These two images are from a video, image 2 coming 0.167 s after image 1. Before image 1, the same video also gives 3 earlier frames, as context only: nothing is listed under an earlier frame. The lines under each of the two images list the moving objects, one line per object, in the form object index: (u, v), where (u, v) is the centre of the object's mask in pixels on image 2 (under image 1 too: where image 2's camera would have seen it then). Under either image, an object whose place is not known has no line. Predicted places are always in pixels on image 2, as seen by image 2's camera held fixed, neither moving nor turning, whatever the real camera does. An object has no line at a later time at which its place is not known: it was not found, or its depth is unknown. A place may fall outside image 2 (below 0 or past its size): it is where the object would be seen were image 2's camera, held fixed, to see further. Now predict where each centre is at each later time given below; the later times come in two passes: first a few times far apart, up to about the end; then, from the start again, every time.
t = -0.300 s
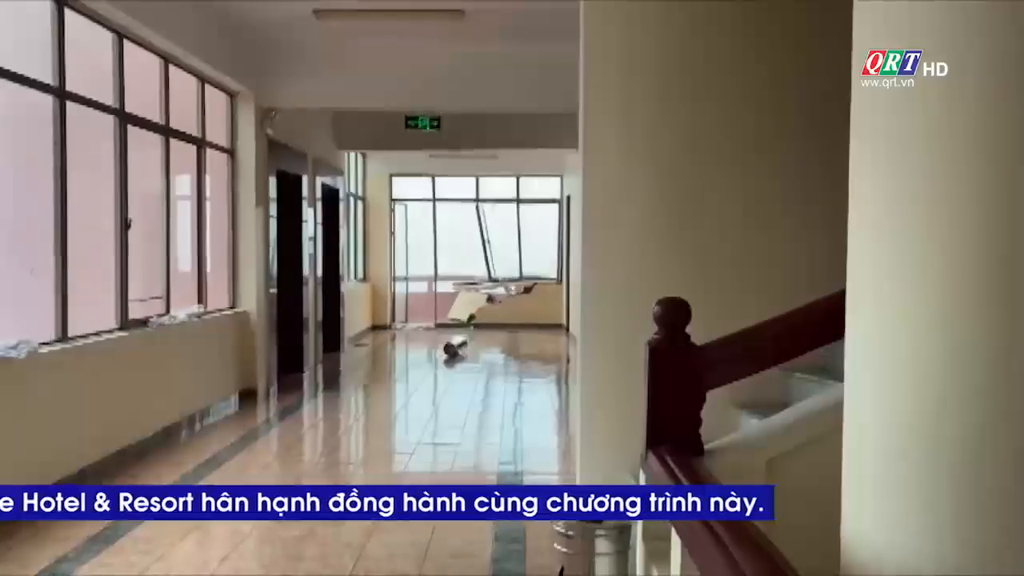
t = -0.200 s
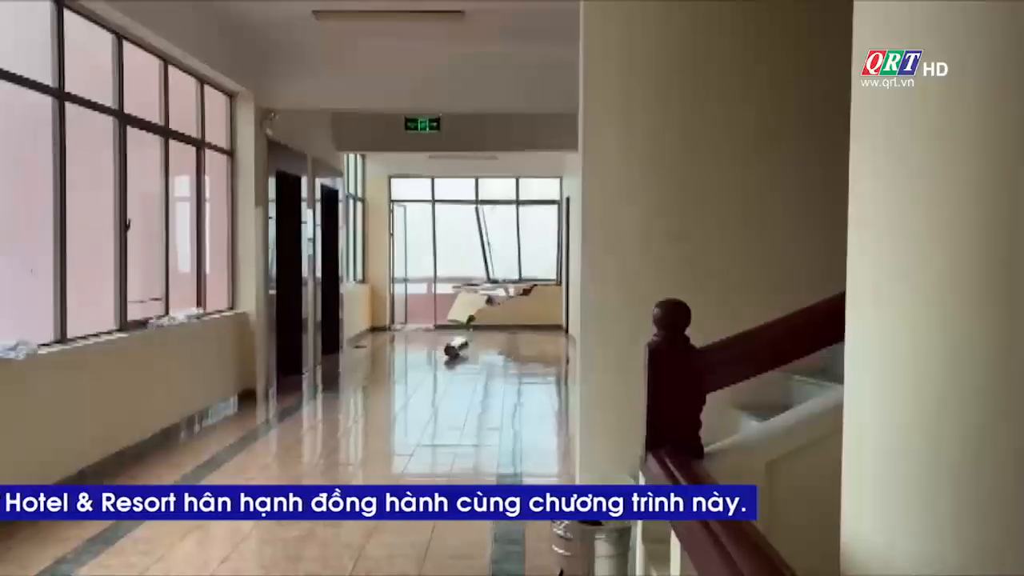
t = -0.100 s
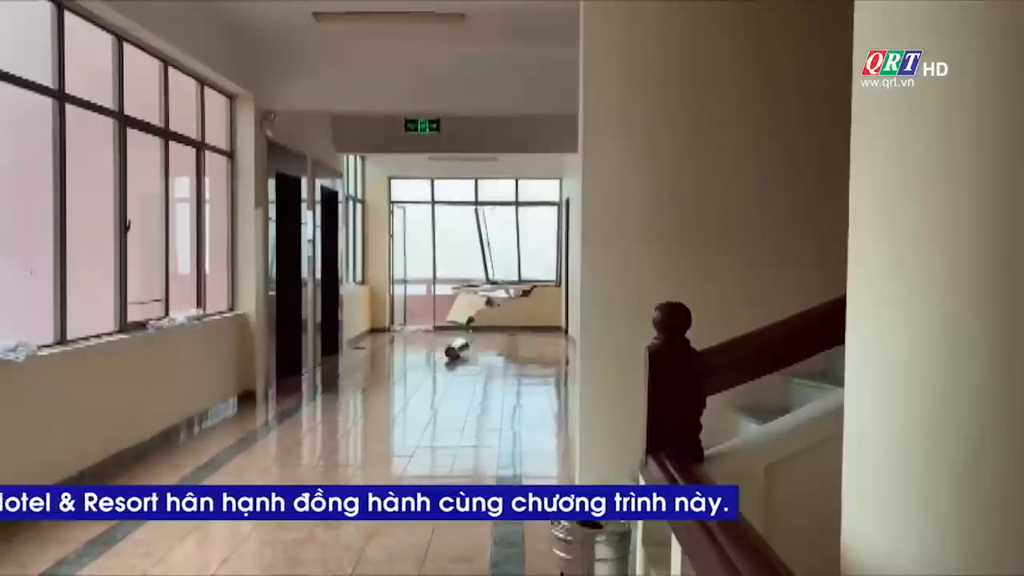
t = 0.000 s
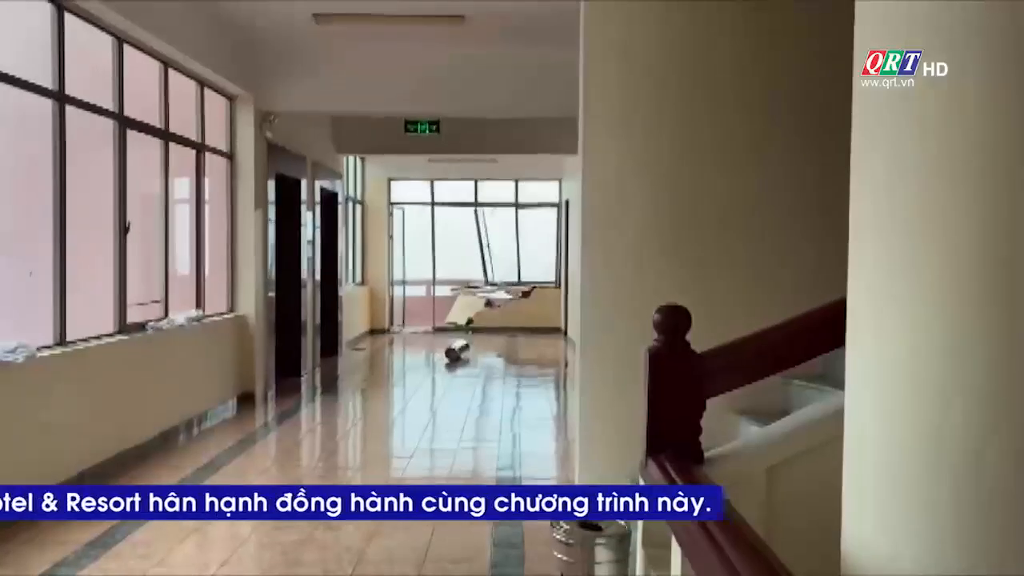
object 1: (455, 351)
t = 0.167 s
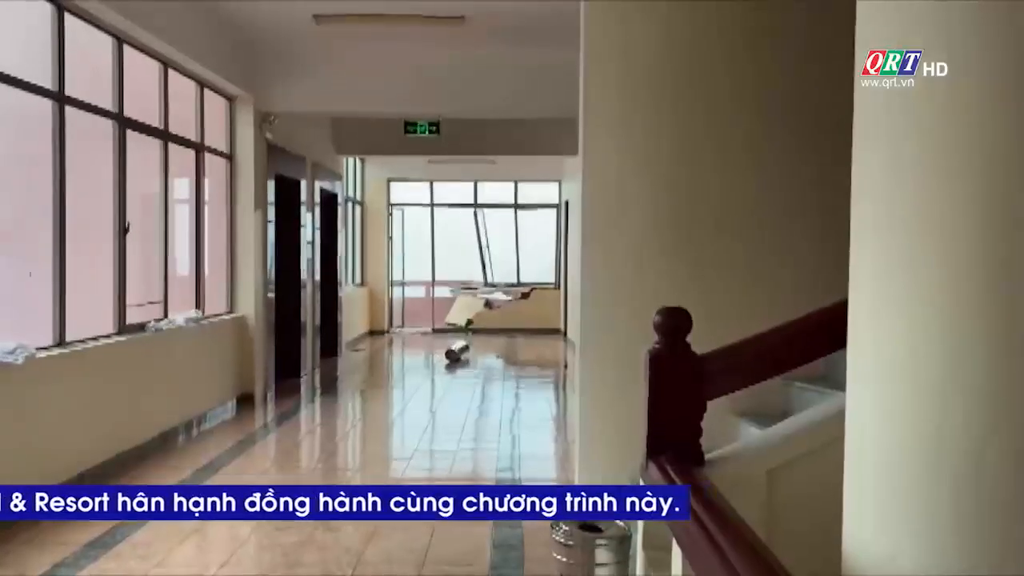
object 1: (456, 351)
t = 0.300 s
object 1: (457, 352)
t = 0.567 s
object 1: (456, 352)
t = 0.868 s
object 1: (452, 352)
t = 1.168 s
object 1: (444, 353)
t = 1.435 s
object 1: (434, 353)
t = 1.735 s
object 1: (423, 353)
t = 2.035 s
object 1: (413, 353)
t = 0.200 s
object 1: (457, 351)
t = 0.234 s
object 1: (457, 351)
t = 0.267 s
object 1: (457, 351)
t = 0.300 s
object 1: (457, 352)
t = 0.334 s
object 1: (457, 352)
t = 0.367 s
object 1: (457, 352)
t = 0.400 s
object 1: (456, 352)
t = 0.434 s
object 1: (456, 352)
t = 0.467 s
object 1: (456, 352)
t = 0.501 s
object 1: (456, 352)
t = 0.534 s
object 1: (456, 352)
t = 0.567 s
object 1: (456, 352)
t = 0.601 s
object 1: (455, 352)
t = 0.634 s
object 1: (455, 351)
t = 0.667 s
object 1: (455, 351)
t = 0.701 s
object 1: (454, 352)
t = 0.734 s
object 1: (454, 352)
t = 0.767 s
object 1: (453, 352)
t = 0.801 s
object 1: (453, 352)
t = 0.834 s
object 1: (452, 352)
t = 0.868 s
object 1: (452, 352)
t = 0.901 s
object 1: (451, 352)
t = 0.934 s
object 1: (450, 353)
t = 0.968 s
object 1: (450, 352)
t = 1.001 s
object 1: (450, 353)
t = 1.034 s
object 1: (449, 353)
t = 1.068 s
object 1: (447, 353)
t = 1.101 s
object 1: (447, 353)
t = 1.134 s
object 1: (445, 353)
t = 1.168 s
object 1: (444, 353)
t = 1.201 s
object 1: (443, 353)
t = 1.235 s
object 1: (442, 353)
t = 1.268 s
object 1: (440, 353)
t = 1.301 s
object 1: (440, 353)
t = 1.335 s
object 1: (438, 353)
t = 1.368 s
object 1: (436, 353)
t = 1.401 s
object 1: (436, 353)
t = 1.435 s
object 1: (434, 353)
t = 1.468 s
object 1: (432, 353)
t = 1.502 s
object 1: (431, 353)
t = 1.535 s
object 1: (430, 353)
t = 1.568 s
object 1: (428, 353)
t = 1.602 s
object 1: (428, 354)
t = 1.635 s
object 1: (426, 353)
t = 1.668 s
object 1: (425, 353)
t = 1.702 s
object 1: (424, 353)
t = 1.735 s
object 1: (423, 353)
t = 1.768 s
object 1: (421, 353)
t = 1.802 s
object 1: (421, 353)
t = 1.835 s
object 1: (419, 353)
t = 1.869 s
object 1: (418, 353)
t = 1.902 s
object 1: (417, 353)
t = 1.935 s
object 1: (416, 353)
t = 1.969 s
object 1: (415, 353)
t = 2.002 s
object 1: (414, 353)
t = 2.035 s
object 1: (413, 353)
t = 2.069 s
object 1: (412, 353)
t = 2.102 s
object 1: (411, 352)
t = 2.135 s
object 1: (410, 352)
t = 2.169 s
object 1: (409, 352)
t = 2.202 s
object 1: (408, 352)
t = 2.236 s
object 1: (404, 353)
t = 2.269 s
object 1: (399, 358)
